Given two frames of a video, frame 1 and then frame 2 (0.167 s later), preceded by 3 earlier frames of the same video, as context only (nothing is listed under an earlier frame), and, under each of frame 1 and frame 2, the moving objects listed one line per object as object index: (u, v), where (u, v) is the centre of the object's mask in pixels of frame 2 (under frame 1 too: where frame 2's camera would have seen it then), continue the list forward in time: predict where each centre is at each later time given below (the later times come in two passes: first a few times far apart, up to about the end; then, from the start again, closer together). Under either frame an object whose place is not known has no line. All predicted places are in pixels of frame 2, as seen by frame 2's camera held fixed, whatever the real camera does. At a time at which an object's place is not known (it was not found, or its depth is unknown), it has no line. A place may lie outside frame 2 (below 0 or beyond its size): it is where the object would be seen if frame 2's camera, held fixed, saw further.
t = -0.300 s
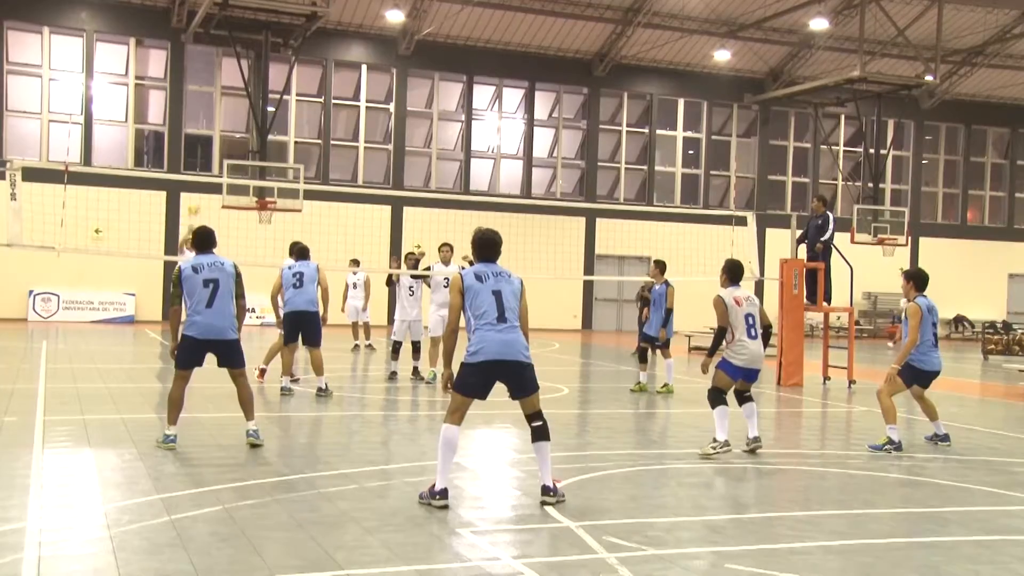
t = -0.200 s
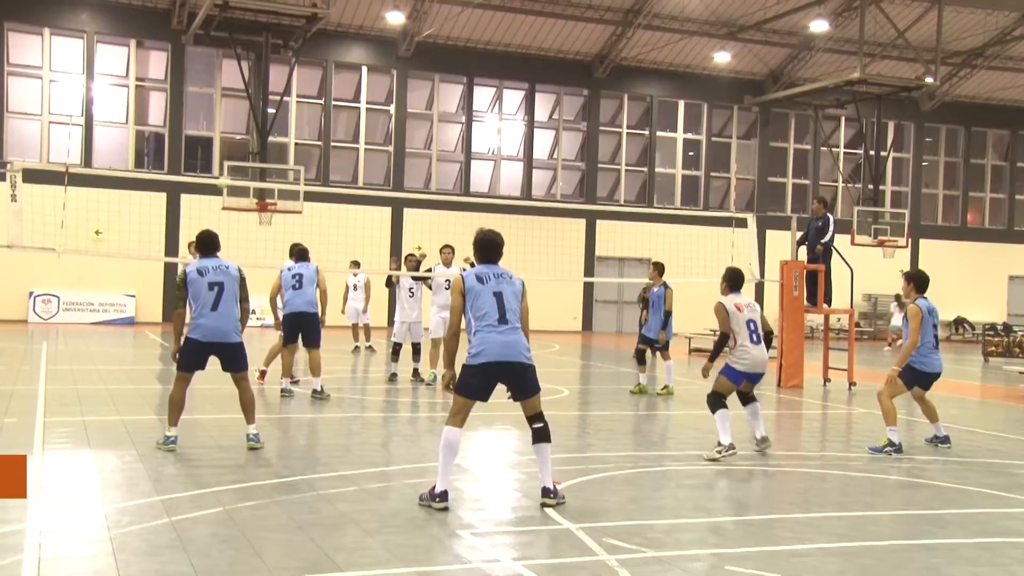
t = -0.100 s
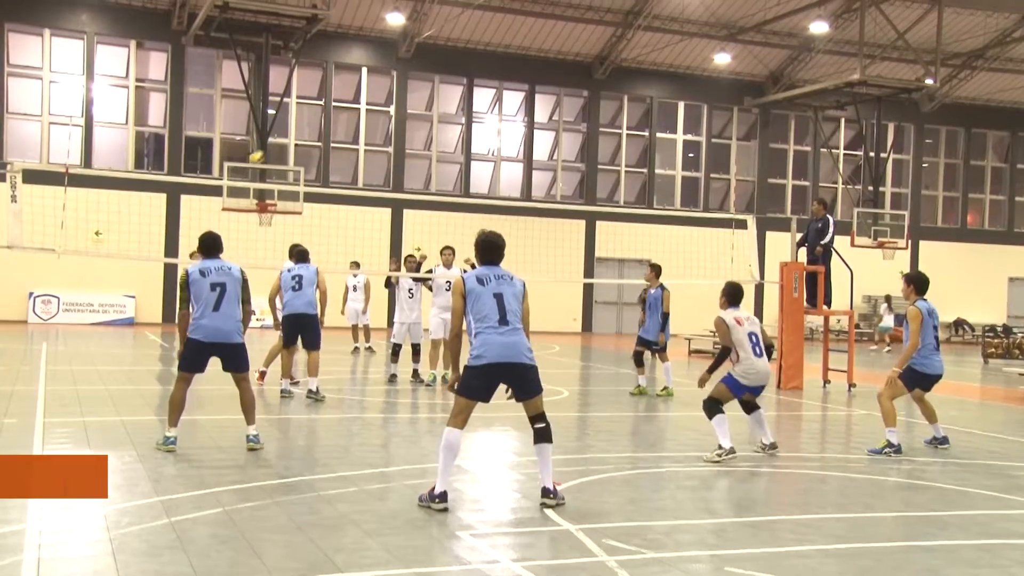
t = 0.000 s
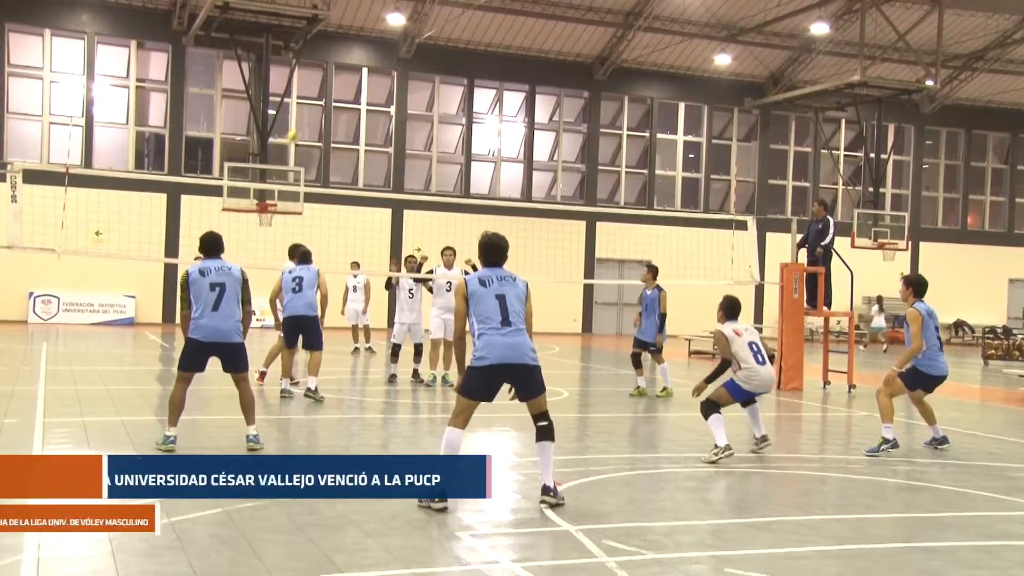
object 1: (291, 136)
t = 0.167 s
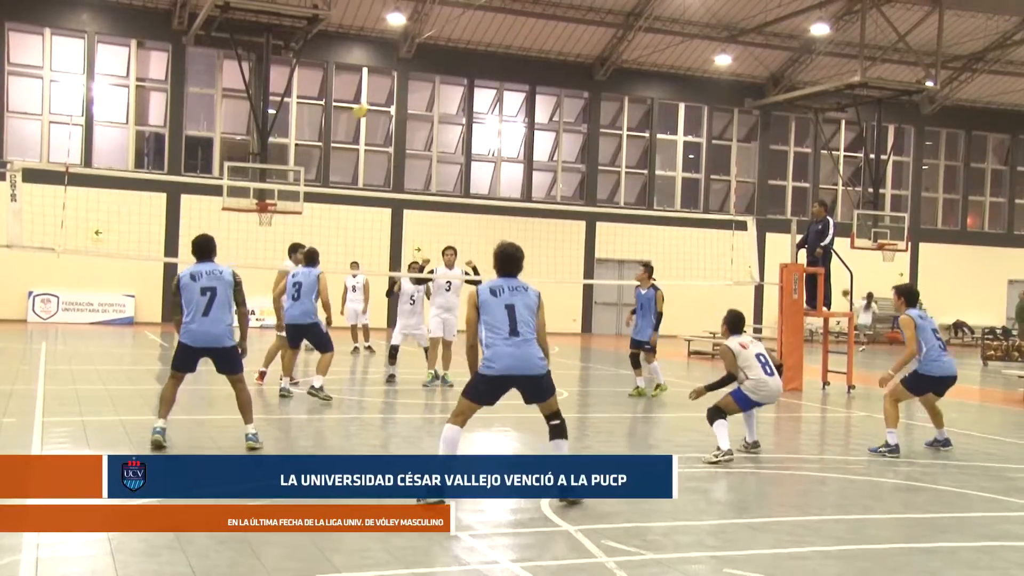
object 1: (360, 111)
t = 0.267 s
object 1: (408, 103)
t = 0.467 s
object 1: (523, 112)
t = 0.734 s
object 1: (710, 181)
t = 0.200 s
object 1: (376, 107)
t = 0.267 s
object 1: (408, 103)
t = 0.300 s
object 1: (426, 103)
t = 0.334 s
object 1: (443, 103)
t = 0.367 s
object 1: (463, 104)
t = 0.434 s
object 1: (499, 108)
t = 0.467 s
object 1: (523, 112)
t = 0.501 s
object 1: (540, 116)
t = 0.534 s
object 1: (564, 120)
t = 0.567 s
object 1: (586, 127)
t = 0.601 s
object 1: (607, 135)
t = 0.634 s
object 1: (633, 146)
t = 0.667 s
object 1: (656, 155)
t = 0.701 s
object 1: (683, 166)
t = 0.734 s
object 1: (710, 181)
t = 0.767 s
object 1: (738, 196)
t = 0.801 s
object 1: (767, 213)
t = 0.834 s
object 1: (797, 232)
